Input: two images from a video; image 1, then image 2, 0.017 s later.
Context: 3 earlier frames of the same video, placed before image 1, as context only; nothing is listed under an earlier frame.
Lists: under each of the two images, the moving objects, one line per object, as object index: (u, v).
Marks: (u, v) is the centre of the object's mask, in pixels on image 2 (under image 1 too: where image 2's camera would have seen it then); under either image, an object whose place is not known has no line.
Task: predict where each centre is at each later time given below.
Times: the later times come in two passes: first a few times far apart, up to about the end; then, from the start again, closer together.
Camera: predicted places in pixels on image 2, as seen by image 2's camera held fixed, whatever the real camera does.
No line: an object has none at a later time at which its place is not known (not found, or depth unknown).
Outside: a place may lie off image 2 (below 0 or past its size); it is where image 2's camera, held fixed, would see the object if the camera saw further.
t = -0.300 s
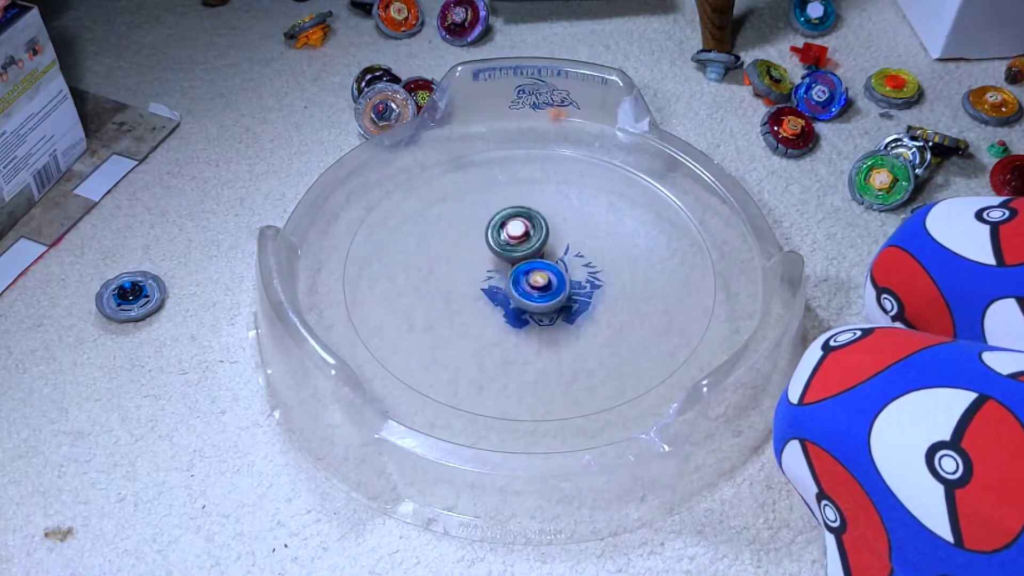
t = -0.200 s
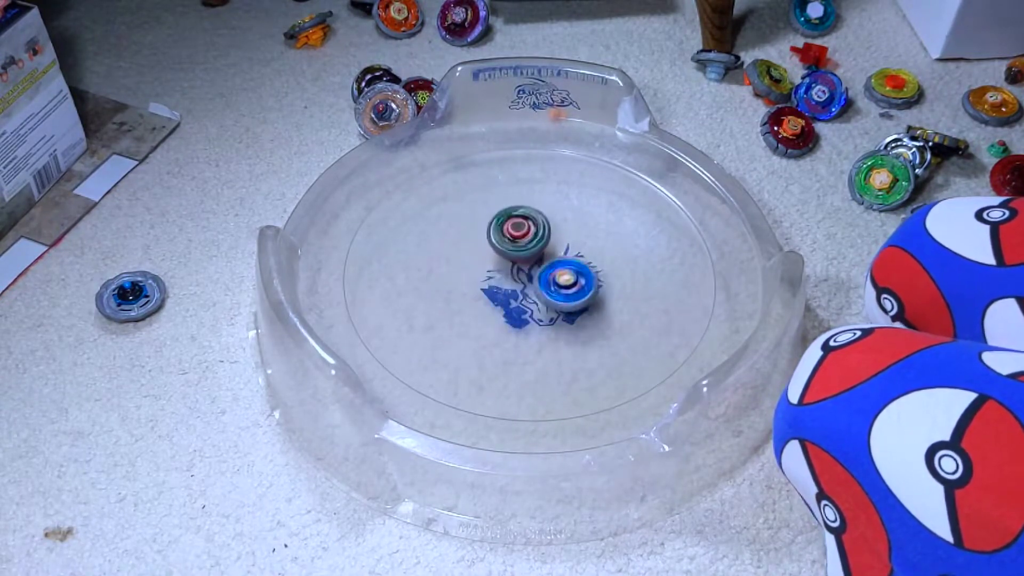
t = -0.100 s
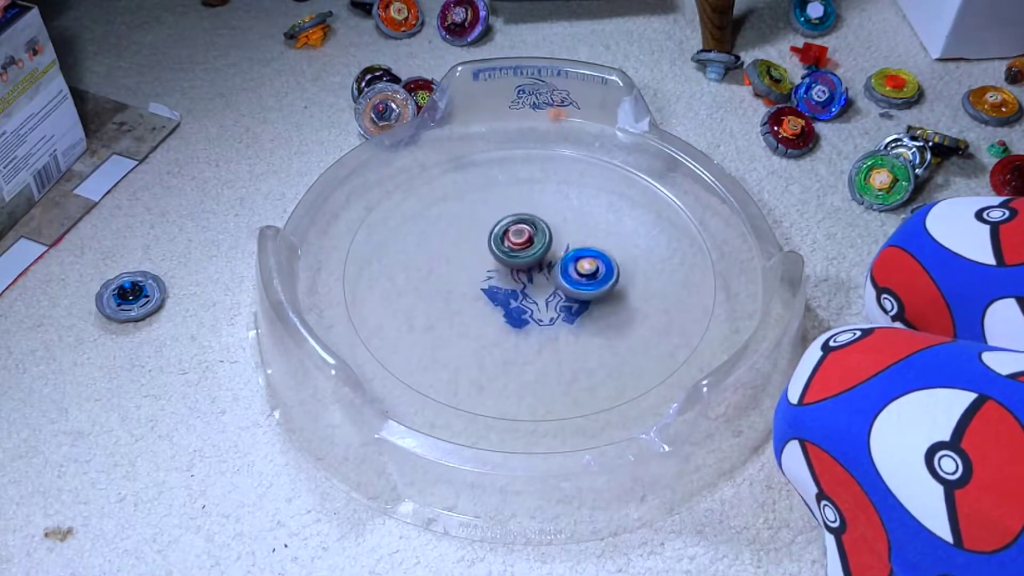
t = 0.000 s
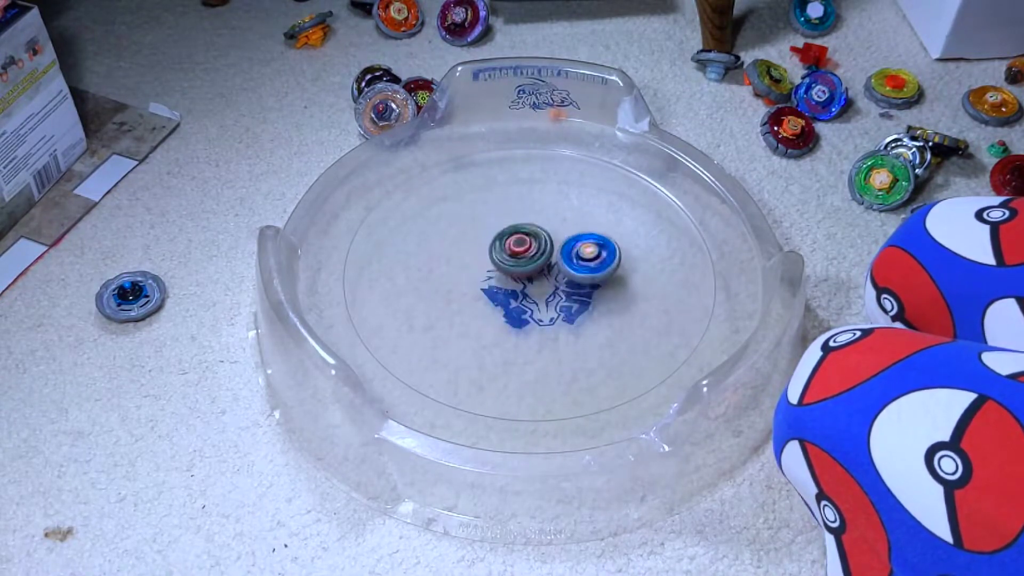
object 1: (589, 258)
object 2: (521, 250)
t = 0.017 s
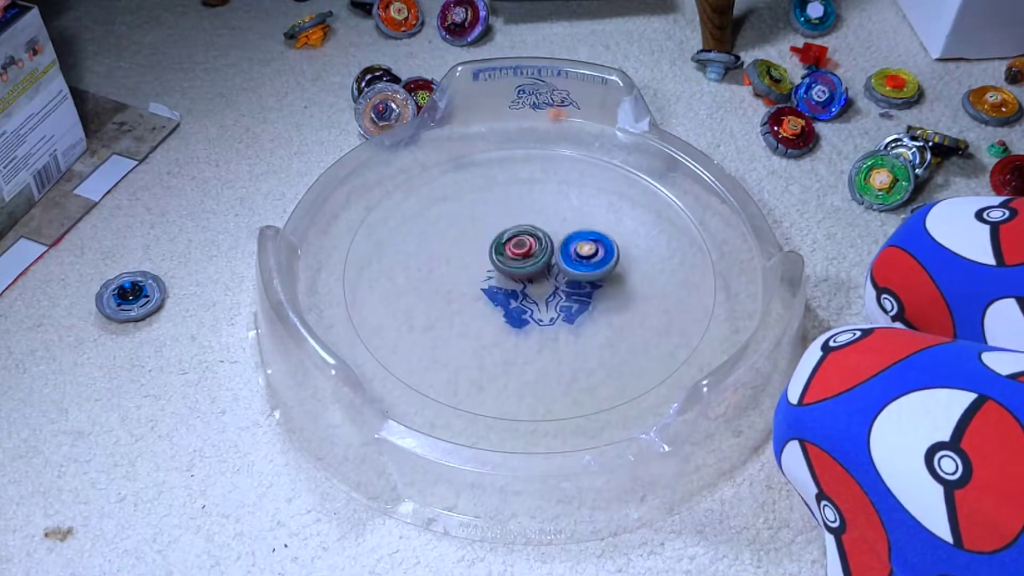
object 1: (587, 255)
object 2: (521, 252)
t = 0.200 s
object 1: (573, 254)
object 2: (471, 263)
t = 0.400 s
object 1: (545, 283)
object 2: (451, 273)
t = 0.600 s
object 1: (550, 311)
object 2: (447, 279)
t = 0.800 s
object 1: (558, 304)
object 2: (468, 286)
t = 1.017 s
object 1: (552, 275)
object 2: (484, 289)
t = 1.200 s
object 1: (560, 241)
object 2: (460, 303)
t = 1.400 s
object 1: (542, 222)
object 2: (460, 309)
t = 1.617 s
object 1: (526, 255)
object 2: (481, 309)
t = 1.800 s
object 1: (551, 283)
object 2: (491, 315)
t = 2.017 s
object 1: (607, 282)
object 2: (492, 327)
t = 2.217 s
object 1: (612, 267)
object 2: (510, 326)
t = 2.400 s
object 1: (571, 267)
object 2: (534, 319)
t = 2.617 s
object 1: (518, 272)
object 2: (563, 315)
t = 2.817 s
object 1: (479, 282)
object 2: (579, 313)
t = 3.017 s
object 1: (483, 297)
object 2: (586, 305)
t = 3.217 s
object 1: (519, 285)
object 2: (588, 292)
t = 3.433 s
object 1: (527, 250)
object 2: (608, 277)
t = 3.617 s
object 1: (525, 229)
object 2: (613, 267)
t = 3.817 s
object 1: (522, 233)
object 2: (607, 260)
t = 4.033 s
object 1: (532, 262)
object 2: (598, 252)
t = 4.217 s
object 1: (529, 285)
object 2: (598, 247)
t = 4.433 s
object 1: (540, 303)
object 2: (586, 245)
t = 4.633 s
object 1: (548, 298)
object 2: (566, 240)
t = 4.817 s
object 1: (538, 278)
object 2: (550, 229)
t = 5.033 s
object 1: (508, 264)
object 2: (543, 214)
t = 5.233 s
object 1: (497, 267)
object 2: (544, 215)
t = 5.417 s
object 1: (504, 274)
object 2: (546, 228)
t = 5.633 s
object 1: (519, 293)
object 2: (538, 238)
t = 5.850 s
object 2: (534, 239)
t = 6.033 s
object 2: (527, 244)
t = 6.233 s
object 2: (514, 224)
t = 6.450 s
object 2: (514, 215)
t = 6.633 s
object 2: (525, 225)
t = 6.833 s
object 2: (526, 242)
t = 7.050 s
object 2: (533, 245)
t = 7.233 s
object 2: (532, 248)
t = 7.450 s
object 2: (540, 244)
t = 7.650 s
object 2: (538, 257)
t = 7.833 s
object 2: (526, 267)
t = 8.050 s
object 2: (519, 264)
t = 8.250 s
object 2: (528, 268)
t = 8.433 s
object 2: (538, 269)
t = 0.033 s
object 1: (589, 254)
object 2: (515, 252)
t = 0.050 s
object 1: (590, 253)
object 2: (507, 253)
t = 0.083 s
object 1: (589, 253)
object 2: (494, 253)
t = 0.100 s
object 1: (588, 252)
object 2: (489, 254)
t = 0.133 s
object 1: (585, 251)
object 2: (482, 257)
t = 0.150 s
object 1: (582, 251)
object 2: (479, 259)
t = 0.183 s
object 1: (576, 253)
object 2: (474, 261)
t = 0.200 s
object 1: (573, 254)
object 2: (471, 263)
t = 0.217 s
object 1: (570, 255)
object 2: (469, 264)
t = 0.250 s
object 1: (564, 259)
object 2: (465, 266)
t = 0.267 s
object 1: (561, 261)
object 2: (463, 267)
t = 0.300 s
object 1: (556, 266)
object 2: (459, 269)
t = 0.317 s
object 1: (553, 269)
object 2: (458, 269)
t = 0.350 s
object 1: (549, 274)
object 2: (455, 271)
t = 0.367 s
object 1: (547, 277)
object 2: (453, 272)
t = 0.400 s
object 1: (545, 283)
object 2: (451, 273)
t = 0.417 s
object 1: (544, 286)
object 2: (450, 273)
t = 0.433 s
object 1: (543, 288)
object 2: (448, 274)
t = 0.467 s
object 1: (544, 296)
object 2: (447, 275)
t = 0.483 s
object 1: (543, 297)
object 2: (446, 276)
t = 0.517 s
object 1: (544, 302)
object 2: (445, 277)
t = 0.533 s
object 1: (545, 304)
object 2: (445, 277)
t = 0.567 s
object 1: (547, 308)
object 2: (446, 279)
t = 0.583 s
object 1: (548, 309)
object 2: (446, 279)
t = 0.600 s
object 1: (550, 311)
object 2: (447, 279)
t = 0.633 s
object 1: (554, 312)
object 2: (449, 281)
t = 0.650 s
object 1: (555, 312)
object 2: (451, 281)
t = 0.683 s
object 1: (557, 312)
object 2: (454, 282)
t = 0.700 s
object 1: (558, 311)
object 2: (456, 283)
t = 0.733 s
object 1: (559, 310)
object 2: (459, 284)
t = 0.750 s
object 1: (559, 309)
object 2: (461, 284)
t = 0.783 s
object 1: (559, 306)
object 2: (466, 285)
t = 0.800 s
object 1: (558, 304)
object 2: (468, 286)
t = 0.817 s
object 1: (557, 302)
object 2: (470, 286)
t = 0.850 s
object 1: (555, 299)
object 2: (476, 288)
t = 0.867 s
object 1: (553, 296)
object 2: (478, 288)
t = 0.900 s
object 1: (551, 293)
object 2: (481, 289)
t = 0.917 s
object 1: (551, 290)
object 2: (482, 289)
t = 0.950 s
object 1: (554, 285)
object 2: (481, 288)
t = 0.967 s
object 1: (554, 282)
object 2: (480, 288)
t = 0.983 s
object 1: (554, 280)
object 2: (481, 288)
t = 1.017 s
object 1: (552, 275)
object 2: (484, 289)
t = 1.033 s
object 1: (550, 273)
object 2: (485, 290)
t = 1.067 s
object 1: (546, 269)
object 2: (487, 291)
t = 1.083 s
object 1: (544, 267)
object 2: (488, 292)
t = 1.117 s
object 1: (553, 258)
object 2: (474, 297)
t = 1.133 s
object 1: (556, 254)
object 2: (466, 299)
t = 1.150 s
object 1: (558, 250)
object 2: (462, 301)
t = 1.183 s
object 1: (560, 245)
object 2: (459, 302)
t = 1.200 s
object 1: (560, 241)
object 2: (460, 303)
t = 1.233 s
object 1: (561, 236)
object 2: (459, 304)
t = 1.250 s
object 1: (560, 232)
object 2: (459, 305)
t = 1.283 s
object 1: (558, 227)
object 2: (458, 307)
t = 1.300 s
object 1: (557, 226)
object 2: (458, 307)
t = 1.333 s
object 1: (553, 223)
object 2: (458, 308)
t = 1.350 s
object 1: (550, 222)
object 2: (459, 309)
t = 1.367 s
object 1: (548, 222)
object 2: (458, 309)
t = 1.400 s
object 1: (542, 222)
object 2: (460, 309)
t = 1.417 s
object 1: (539, 223)
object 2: (461, 310)
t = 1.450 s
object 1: (534, 226)
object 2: (462, 310)
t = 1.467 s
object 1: (531, 229)
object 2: (464, 310)
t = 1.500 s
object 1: (529, 233)
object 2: (467, 309)
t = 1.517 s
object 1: (527, 236)
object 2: (468, 309)
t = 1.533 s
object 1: (526, 239)
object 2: (470, 309)
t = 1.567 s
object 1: (526, 246)
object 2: (474, 309)
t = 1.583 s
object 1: (525, 249)
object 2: (477, 309)
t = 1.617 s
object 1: (526, 255)
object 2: (481, 309)
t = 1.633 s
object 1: (527, 259)
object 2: (483, 308)
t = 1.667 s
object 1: (529, 265)
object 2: (488, 308)
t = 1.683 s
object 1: (531, 267)
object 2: (491, 308)
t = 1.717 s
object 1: (536, 271)
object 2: (496, 308)
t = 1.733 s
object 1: (537, 274)
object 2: (496, 310)
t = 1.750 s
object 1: (538, 276)
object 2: (496, 312)
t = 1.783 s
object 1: (543, 281)
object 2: (495, 314)
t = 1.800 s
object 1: (551, 283)
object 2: (491, 315)
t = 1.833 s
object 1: (565, 283)
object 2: (483, 320)
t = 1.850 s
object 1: (569, 284)
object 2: (482, 322)
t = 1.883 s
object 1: (576, 283)
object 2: (483, 322)
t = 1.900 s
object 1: (581, 284)
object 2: (485, 323)
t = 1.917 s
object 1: (585, 284)
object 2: (487, 323)
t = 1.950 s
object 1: (593, 283)
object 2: (488, 325)
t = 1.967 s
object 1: (596, 283)
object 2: (489, 325)
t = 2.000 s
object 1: (604, 282)
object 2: (491, 326)
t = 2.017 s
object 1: (607, 282)
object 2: (492, 327)
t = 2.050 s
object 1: (613, 279)
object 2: (494, 327)
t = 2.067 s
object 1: (615, 278)
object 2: (496, 327)
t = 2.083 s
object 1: (617, 277)
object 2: (497, 327)
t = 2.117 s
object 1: (619, 274)
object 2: (500, 327)
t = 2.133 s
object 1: (619, 272)
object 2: (502, 327)
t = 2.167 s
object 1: (618, 270)
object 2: (505, 327)
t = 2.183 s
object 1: (616, 269)
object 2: (507, 327)
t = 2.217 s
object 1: (612, 267)
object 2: (510, 326)
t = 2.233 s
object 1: (610, 266)
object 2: (511, 326)
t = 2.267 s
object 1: (603, 266)
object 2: (515, 325)
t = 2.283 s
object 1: (599, 265)
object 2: (517, 324)
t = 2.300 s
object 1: (596, 265)
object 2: (519, 324)
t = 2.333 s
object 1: (587, 266)
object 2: (524, 322)
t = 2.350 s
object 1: (583, 266)
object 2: (526, 321)
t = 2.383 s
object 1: (575, 267)
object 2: (531, 320)
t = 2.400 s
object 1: (571, 267)
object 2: (534, 319)
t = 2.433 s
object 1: (563, 269)
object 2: (540, 317)
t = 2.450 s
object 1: (559, 268)
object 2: (543, 316)
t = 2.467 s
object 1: (555, 268)
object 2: (546, 316)
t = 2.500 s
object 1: (546, 268)
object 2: (550, 316)
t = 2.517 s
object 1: (542, 268)
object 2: (552, 316)
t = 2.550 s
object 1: (534, 269)
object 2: (555, 316)
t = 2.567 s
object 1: (530, 270)
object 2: (557, 315)
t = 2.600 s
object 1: (522, 271)
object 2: (561, 315)
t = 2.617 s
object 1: (518, 272)
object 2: (563, 315)
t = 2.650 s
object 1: (510, 273)
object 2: (566, 315)
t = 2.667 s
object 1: (507, 274)
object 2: (568, 315)
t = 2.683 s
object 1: (503, 275)
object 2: (569, 315)
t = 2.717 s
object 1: (497, 276)
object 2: (572, 314)
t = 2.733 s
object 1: (494, 277)
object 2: (574, 314)
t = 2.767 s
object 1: (487, 279)
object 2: (576, 314)
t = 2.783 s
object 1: (484, 280)
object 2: (577, 314)
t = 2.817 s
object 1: (479, 282)
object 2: (579, 313)
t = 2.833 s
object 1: (477, 283)
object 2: (580, 312)
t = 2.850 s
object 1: (475, 285)
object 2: (581, 312)
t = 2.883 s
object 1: (472, 287)
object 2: (582, 312)
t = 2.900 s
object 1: (472, 289)
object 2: (584, 311)
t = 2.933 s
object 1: (472, 292)
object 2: (585, 309)
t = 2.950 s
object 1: (474, 294)
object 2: (585, 309)
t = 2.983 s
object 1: (478, 296)
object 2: (586, 307)
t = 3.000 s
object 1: (480, 296)
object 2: (586, 306)
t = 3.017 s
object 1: (483, 297)
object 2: (586, 305)
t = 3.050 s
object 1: (488, 297)
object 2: (587, 303)
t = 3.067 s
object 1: (491, 296)
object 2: (587, 302)
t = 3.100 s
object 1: (497, 295)
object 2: (588, 300)
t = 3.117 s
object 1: (500, 294)
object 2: (588, 299)
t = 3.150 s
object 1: (507, 291)
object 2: (588, 297)
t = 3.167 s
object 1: (510, 290)
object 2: (588, 296)
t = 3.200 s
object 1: (515, 287)
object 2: (588, 293)
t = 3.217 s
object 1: (519, 285)
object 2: (588, 292)
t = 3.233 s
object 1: (521, 284)
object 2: (588, 291)
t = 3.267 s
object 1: (526, 279)
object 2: (591, 289)
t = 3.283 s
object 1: (525, 275)
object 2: (595, 288)
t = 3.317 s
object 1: (525, 268)
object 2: (601, 286)
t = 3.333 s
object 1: (526, 265)
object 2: (602, 285)
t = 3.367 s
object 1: (526, 261)
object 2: (604, 282)
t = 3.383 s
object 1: (526, 258)
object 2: (605, 281)
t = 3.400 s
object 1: (526, 255)
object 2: (606, 280)
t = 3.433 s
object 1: (527, 250)
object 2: (608, 277)
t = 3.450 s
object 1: (527, 248)
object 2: (608, 276)
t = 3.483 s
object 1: (528, 243)
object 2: (610, 275)
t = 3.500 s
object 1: (527, 241)
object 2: (610, 273)
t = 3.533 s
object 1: (526, 236)
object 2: (611, 271)
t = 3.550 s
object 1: (527, 235)
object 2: (612, 270)
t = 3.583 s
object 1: (525, 231)
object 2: (613, 268)
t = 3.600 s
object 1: (525, 230)
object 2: (613, 268)
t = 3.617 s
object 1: (525, 229)
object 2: (613, 267)
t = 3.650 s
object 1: (524, 227)
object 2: (613, 266)
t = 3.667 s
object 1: (523, 227)
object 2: (613, 265)
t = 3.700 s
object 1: (523, 227)
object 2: (612, 264)
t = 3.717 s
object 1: (522, 228)
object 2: (612, 263)
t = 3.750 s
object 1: (522, 229)
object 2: (610, 262)
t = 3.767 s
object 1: (522, 229)
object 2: (610, 262)
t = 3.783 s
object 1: (522, 230)
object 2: (609, 261)
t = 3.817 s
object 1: (522, 233)
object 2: (607, 260)
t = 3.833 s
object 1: (523, 234)
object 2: (606, 260)
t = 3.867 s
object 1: (524, 239)
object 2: (604, 258)
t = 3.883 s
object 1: (525, 241)
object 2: (603, 258)
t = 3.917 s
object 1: (527, 246)
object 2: (600, 257)
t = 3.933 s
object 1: (529, 248)
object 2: (599, 256)
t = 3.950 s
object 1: (530, 250)
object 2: (598, 255)
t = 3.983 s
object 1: (531, 255)
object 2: (600, 254)
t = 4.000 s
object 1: (531, 257)
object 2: (600, 253)
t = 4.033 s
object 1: (532, 262)
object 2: (598, 252)
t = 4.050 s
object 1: (531, 264)
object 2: (599, 252)
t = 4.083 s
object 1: (530, 267)
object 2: (600, 250)
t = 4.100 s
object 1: (530, 270)
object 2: (600, 250)
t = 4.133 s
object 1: (529, 275)
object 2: (599, 249)
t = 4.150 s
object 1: (528, 276)
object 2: (599, 248)
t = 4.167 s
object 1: (529, 278)
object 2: (599, 247)
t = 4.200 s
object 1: (529, 283)
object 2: (599, 247)
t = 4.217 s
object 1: (529, 285)
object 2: (598, 247)
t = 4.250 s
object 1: (530, 289)
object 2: (597, 246)
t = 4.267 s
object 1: (531, 292)
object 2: (597, 246)
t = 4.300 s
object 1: (532, 294)
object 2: (596, 246)
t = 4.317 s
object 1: (533, 296)
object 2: (594, 246)
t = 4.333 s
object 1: (534, 298)
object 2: (593, 246)
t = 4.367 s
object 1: (537, 300)
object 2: (591, 245)
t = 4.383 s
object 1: (538, 302)
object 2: (590, 245)
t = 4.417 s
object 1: (540, 303)
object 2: (587, 245)
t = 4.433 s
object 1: (540, 303)
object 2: (586, 245)
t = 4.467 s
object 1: (543, 305)
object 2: (583, 245)
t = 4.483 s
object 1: (544, 305)
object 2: (581, 245)
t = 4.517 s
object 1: (545, 304)
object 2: (578, 244)
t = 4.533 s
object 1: (546, 304)
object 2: (576, 243)
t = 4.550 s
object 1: (547, 303)
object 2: (574, 243)
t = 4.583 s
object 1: (548, 301)
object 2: (571, 241)
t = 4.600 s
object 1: (548, 300)
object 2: (569, 241)
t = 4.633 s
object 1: (548, 298)
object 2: (566, 240)
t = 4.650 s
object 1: (549, 295)
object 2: (564, 239)
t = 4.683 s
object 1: (548, 294)
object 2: (560, 238)
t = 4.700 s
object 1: (548, 291)
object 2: (559, 237)
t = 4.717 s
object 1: (547, 289)
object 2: (557, 236)
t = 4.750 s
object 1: (545, 286)
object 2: (554, 234)
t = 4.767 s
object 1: (544, 283)
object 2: (553, 233)
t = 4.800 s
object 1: (540, 280)
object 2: (550, 231)
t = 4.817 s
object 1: (538, 278)
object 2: (550, 229)
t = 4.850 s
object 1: (535, 275)
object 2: (547, 225)
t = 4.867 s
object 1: (532, 273)
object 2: (546, 224)
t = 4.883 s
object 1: (530, 272)
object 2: (545, 222)
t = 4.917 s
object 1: (527, 271)
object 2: (544, 220)
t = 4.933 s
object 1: (525, 269)
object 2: (544, 219)
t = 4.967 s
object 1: (519, 267)
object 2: (544, 217)
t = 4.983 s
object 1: (516, 266)
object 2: (545, 216)
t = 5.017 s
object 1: (510, 265)
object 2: (544, 215)
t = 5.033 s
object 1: (508, 264)
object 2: (543, 214)
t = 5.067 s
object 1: (505, 264)
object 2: (543, 212)
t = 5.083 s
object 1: (503, 264)
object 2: (544, 212)
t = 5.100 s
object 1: (501, 264)
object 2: (544, 212)
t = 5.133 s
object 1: (500, 264)
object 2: (544, 212)
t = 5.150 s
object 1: (499, 265)
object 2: (545, 212)
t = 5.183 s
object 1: (497, 265)
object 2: (544, 213)
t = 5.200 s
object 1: (496, 266)
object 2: (544, 213)
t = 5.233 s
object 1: (497, 267)
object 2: (544, 215)
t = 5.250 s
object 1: (497, 267)
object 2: (544, 216)
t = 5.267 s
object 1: (498, 267)
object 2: (543, 217)
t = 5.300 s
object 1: (500, 268)
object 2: (542, 220)
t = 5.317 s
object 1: (501, 269)
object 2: (541, 222)
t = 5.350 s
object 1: (504, 269)
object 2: (541, 226)
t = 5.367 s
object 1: (504, 272)
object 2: (543, 226)
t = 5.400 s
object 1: (503, 274)
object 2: (546, 227)
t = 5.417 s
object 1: (504, 274)
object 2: (546, 228)
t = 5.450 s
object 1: (505, 278)
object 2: (543, 233)
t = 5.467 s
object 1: (506, 279)
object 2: (541, 234)
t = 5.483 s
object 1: (508, 279)
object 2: (540, 235)
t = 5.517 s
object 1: (511, 282)
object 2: (540, 237)
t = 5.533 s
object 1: (513, 284)
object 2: (540, 237)
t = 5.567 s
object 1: (515, 286)
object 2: (540, 237)
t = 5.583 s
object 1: (516, 287)
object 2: (540, 238)
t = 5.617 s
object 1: (518, 290)
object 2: (538, 239)
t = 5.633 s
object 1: (519, 293)
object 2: (538, 238)
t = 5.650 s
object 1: (520, 295)
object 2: (539, 237)
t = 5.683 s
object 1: (521, 296)
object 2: (540, 237)
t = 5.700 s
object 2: (539, 237)
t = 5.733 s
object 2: (537, 238)
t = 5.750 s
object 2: (536, 237)
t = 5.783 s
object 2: (536, 238)
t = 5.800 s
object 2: (536, 238)
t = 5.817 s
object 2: (536, 238)
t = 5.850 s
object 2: (534, 239)
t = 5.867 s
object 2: (533, 239)
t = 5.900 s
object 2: (533, 240)
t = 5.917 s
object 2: (533, 240)
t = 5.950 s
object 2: (531, 241)
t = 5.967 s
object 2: (530, 241)
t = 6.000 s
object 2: (528, 242)
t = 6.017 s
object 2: (527, 243)
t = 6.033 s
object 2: (527, 244)
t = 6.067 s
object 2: (525, 244)
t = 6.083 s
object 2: (524, 243)
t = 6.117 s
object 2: (523, 241)
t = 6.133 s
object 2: (522, 240)
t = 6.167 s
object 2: (520, 235)
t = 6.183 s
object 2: (519, 233)
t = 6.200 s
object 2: (518, 230)
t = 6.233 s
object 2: (514, 224)
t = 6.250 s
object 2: (513, 221)
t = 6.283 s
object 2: (513, 219)
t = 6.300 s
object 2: (514, 218)
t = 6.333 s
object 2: (513, 216)
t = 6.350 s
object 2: (513, 215)
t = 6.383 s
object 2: (514, 215)
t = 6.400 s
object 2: (514, 215)
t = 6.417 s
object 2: (514, 215)
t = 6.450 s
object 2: (514, 215)
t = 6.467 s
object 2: (514, 216)
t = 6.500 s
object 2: (515, 218)
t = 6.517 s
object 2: (515, 219)
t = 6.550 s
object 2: (518, 221)
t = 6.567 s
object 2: (520, 219)
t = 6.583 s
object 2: (523, 219)
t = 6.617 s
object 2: (525, 221)
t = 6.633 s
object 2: (525, 225)
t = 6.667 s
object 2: (524, 228)
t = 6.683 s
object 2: (525, 230)
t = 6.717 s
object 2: (527, 233)
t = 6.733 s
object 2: (527, 233)
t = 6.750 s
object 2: (527, 234)
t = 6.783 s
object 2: (528, 237)
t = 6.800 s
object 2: (527, 238)
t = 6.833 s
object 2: (526, 242)
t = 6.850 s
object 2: (530, 239)
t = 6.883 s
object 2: (535, 235)
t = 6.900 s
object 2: (537, 236)
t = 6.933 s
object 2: (538, 238)
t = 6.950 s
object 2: (537, 241)
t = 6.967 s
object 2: (536, 242)
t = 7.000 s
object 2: (533, 243)
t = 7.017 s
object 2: (533, 244)
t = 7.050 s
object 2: (533, 245)
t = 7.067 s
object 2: (533, 245)
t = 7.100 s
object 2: (532, 248)
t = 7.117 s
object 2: (531, 248)
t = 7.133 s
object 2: (530, 249)
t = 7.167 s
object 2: (529, 249)
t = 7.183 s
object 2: (530, 248)
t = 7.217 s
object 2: (531, 248)
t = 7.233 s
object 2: (532, 248)
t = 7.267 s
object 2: (534, 247)
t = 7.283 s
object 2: (536, 247)
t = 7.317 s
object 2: (537, 246)
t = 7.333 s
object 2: (536, 245)
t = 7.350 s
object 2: (536, 244)
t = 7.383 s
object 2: (537, 242)
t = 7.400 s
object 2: (538, 242)
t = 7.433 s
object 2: (540, 243)
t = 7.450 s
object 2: (540, 244)
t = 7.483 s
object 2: (539, 246)
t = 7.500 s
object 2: (539, 247)
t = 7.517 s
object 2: (540, 248)
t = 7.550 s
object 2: (541, 249)
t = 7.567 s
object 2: (540, 250)
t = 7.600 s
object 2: (539, 252)
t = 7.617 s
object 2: (539, 254)
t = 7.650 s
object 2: (538, 257)
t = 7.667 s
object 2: (538, 258)
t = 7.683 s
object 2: (537, 259)
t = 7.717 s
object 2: (534, 261)
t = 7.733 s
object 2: (534, 262)
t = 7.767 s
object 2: (530, 265)
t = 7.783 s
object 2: (528, 266)
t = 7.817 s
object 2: (527, 267)
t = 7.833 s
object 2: (526, 267)
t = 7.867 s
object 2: (525, 265)
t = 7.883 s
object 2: (525, 267)
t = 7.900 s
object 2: (524, 266)
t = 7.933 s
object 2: (522, 265)
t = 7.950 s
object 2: (521, 265)
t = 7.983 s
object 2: (519, 264)
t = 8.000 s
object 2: (519, 264)
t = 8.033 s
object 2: (519, 264)
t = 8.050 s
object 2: (519, 264)
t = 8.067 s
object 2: (519, 264)
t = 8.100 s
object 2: (520, 264)
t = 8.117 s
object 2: (521, 265)
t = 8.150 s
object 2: (523, 265)
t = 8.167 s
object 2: (523, 266)
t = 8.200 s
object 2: (524, 267)
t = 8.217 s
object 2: (525, 266)
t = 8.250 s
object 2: (528, 268)
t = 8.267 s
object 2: (529, 267)
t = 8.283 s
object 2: (531, 267)
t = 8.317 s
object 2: (532, 268)
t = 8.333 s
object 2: (532, 268)
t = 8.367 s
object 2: (533, 267)
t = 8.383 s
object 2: (534, 268)
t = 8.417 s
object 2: (537, 269)
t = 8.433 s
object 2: (538, 269)
